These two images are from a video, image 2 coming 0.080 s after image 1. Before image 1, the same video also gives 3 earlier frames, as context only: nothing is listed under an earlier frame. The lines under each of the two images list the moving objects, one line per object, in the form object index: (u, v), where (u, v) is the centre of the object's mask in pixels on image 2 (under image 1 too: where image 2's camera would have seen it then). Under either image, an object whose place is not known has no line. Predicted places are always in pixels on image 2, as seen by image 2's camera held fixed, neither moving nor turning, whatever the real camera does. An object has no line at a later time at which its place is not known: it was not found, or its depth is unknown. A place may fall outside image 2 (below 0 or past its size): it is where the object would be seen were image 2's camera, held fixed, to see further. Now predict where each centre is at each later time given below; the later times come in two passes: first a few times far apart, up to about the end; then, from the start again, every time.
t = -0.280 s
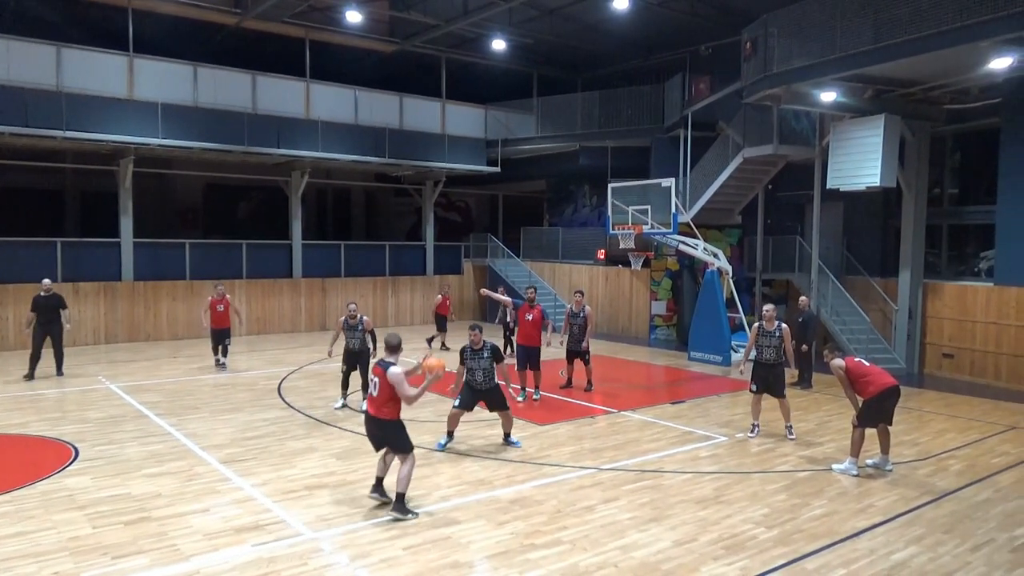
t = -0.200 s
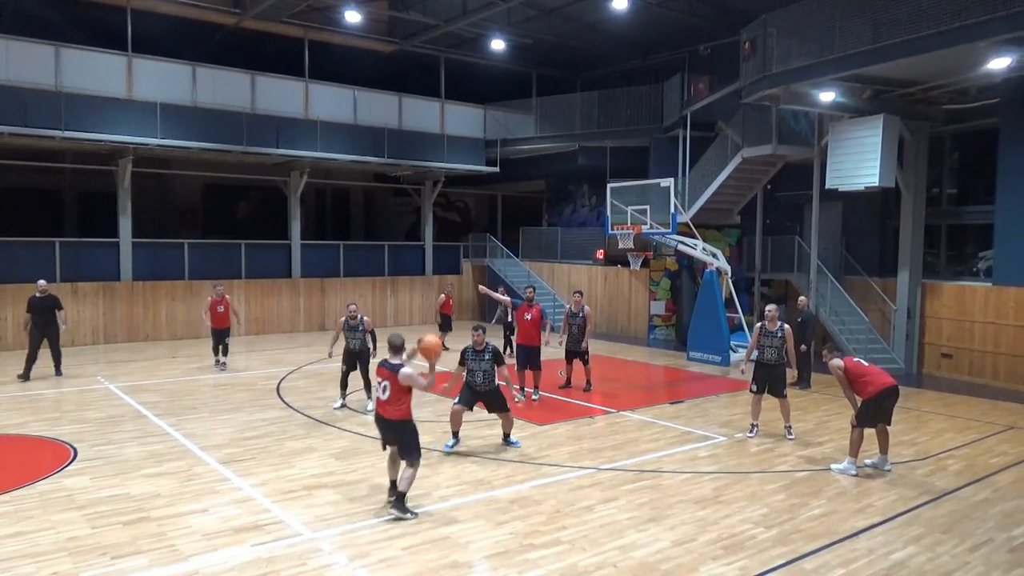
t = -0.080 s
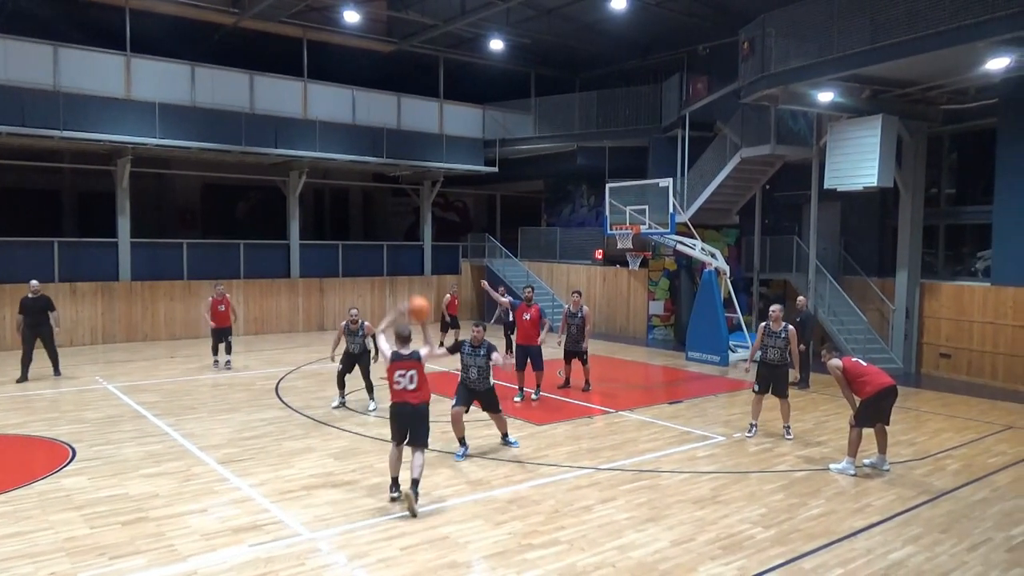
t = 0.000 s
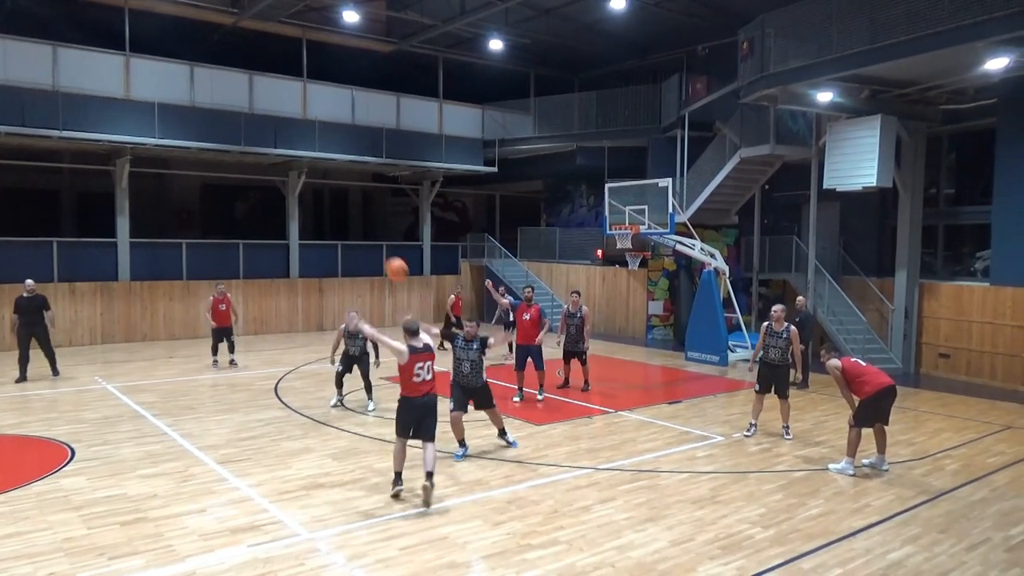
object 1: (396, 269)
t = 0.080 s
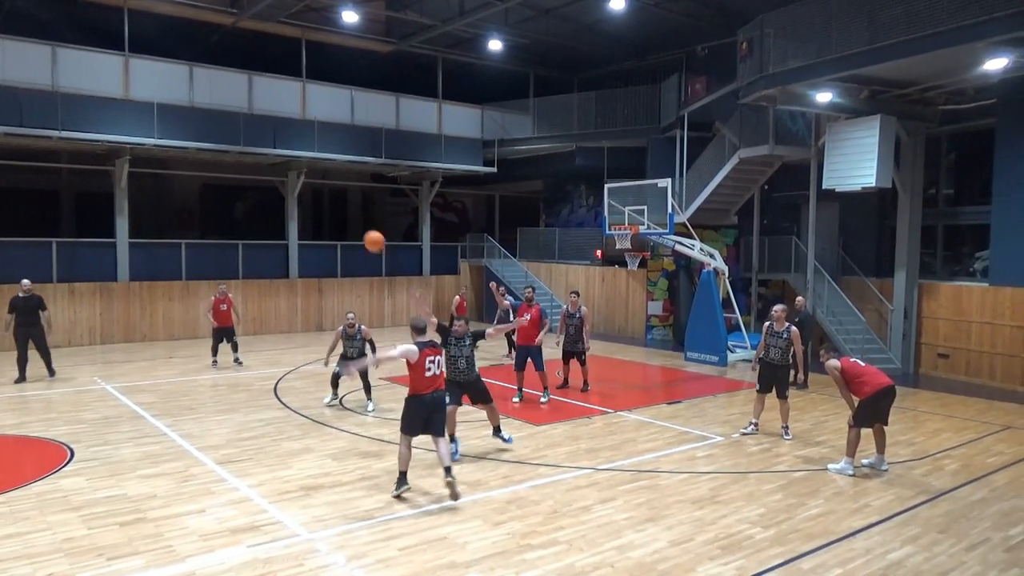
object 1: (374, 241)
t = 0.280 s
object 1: (331, 205)
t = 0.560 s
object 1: (290, 208)
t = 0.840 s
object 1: (261, 247)
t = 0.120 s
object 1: (364, 230)
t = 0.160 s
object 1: (355, 222)
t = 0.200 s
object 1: (347, 215)
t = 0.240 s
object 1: (338, 209)
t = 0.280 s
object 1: (331, 205)
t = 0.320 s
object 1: (324, 202)
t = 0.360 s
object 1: (317, 201)
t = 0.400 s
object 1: (311, 200)
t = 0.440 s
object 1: (305, 201)
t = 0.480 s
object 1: (301, 202)
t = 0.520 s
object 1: (295, 205)
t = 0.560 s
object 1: (290, 208)
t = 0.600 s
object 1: (285, 212)
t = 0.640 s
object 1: (280, 216)
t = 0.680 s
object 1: (276, 221)
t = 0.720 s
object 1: (272, 227)
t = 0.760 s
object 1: (268, 233)
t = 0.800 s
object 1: (265, 240)
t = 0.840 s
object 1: (261, 247)
